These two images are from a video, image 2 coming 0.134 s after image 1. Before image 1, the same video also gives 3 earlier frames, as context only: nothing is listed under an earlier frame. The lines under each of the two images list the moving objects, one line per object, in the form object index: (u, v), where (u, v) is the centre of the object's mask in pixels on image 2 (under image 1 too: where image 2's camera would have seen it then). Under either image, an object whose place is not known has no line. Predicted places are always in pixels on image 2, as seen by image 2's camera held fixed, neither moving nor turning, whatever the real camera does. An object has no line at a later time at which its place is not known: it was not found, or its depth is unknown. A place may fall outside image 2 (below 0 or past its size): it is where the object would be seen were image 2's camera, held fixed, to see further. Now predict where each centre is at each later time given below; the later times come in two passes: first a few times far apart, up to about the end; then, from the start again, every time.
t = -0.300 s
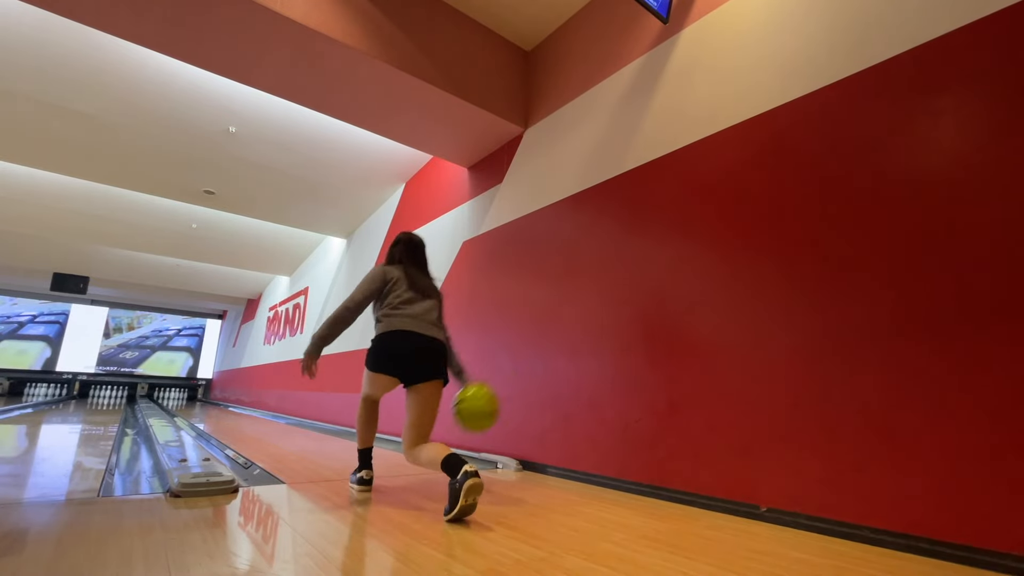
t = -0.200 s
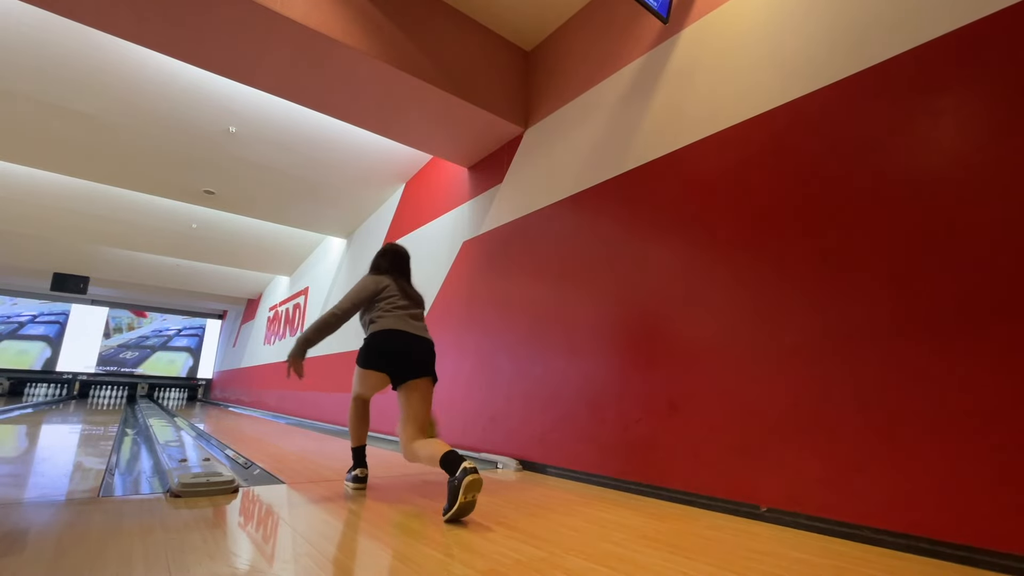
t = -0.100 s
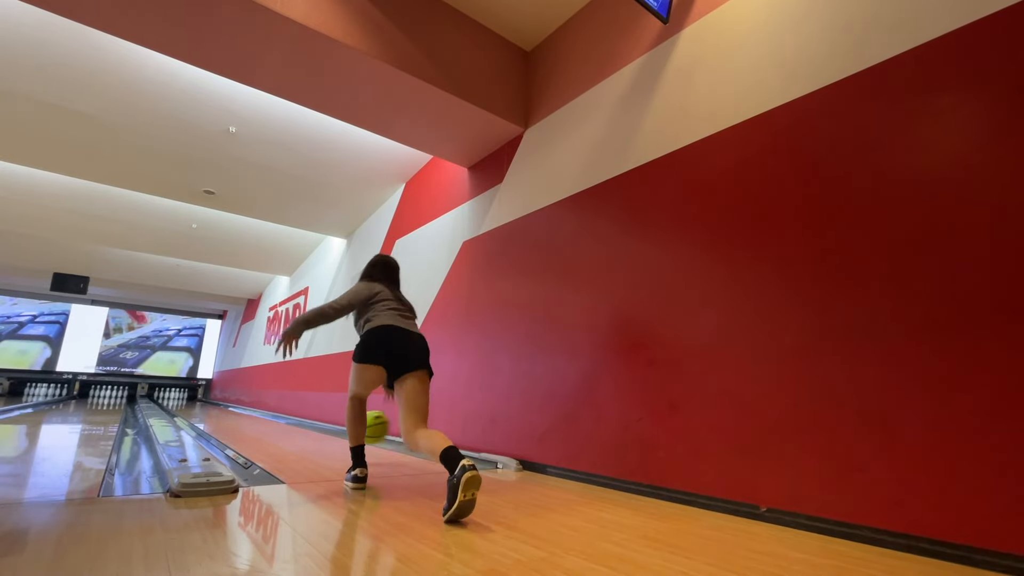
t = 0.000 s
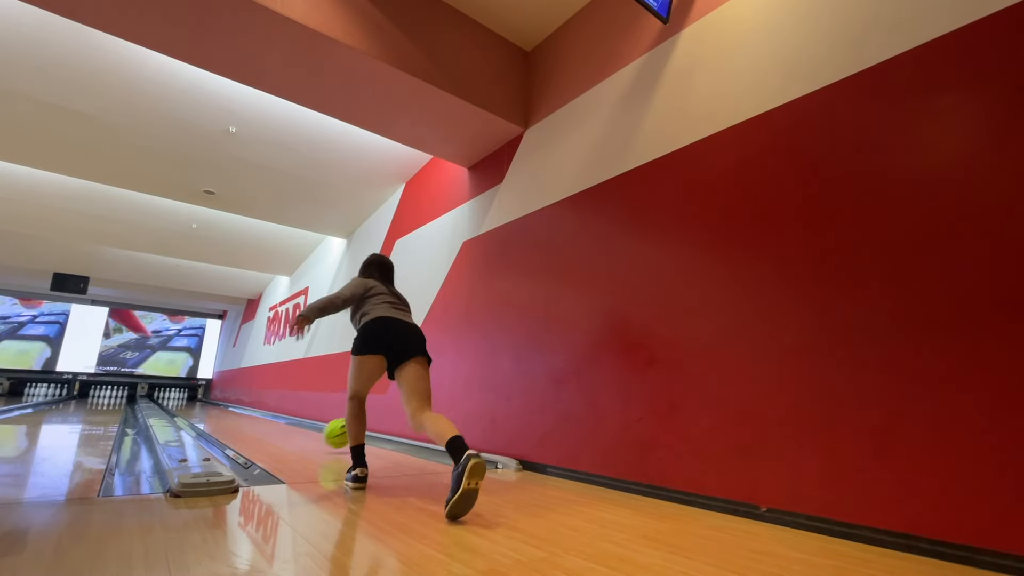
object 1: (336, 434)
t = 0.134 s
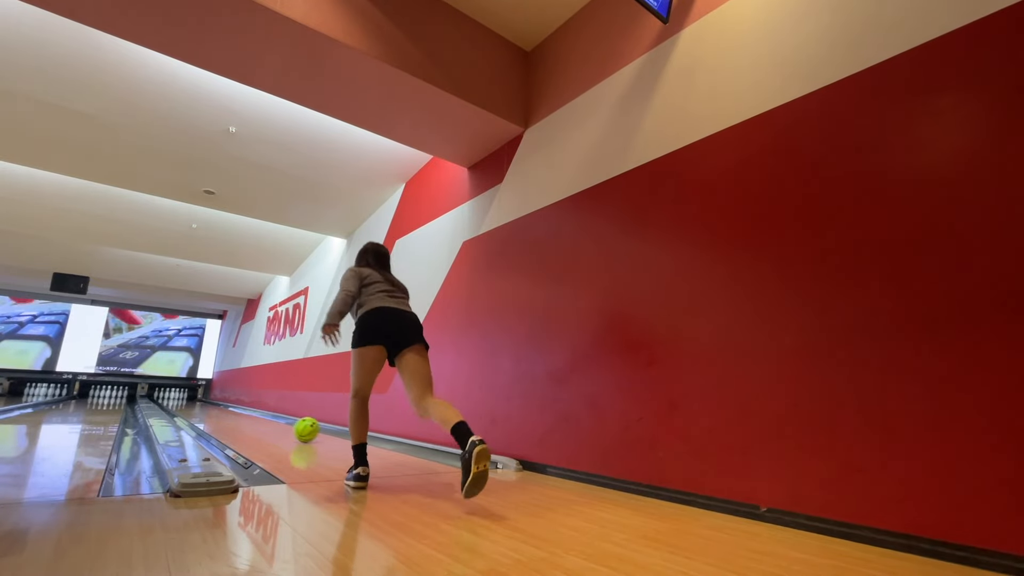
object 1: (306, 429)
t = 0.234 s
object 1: (289, 425)
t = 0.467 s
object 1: (259, 417)
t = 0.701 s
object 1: (239, 412)
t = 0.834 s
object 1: (230, 410)
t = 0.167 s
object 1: (300, 428)
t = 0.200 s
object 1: (294, 426)
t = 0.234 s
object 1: (289, 425)
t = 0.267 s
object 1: (284, 424)
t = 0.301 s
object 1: (279, 423)
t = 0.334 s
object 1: (274, 422)
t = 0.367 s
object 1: (270, 421)
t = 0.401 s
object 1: (266, 419)
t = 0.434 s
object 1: (263, 418)
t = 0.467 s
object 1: (259, 417)
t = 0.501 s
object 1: (256, 417)
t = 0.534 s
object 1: (253, 416)
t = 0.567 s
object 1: (250, 415)
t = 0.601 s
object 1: (247, 414)
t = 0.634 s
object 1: (244, 414)
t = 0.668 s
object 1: (241, 413)
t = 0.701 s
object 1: (239, 412)
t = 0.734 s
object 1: (237, 411)
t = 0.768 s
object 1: (235, 411)
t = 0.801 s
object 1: (233, 410)
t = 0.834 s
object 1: (230, 410)
